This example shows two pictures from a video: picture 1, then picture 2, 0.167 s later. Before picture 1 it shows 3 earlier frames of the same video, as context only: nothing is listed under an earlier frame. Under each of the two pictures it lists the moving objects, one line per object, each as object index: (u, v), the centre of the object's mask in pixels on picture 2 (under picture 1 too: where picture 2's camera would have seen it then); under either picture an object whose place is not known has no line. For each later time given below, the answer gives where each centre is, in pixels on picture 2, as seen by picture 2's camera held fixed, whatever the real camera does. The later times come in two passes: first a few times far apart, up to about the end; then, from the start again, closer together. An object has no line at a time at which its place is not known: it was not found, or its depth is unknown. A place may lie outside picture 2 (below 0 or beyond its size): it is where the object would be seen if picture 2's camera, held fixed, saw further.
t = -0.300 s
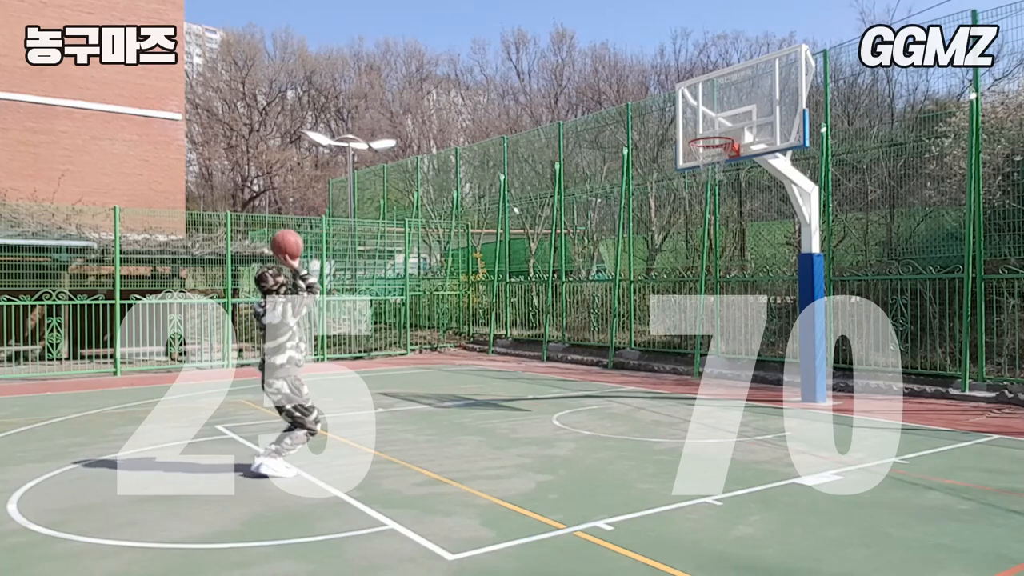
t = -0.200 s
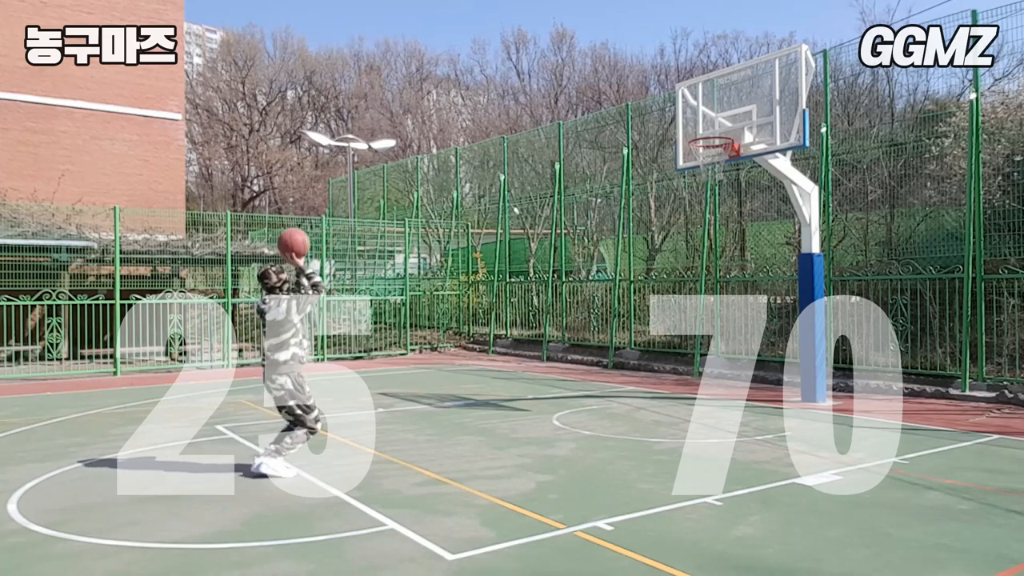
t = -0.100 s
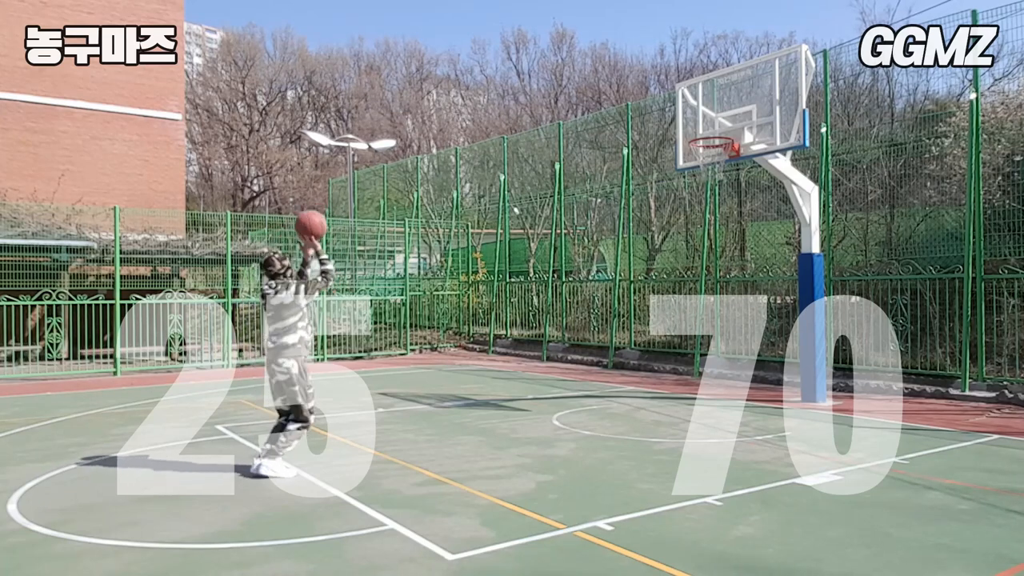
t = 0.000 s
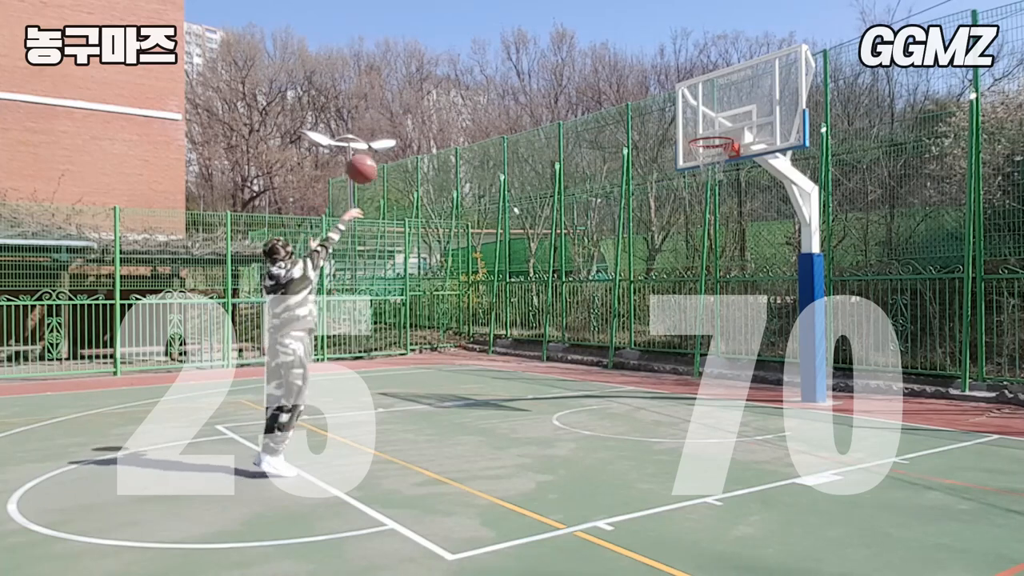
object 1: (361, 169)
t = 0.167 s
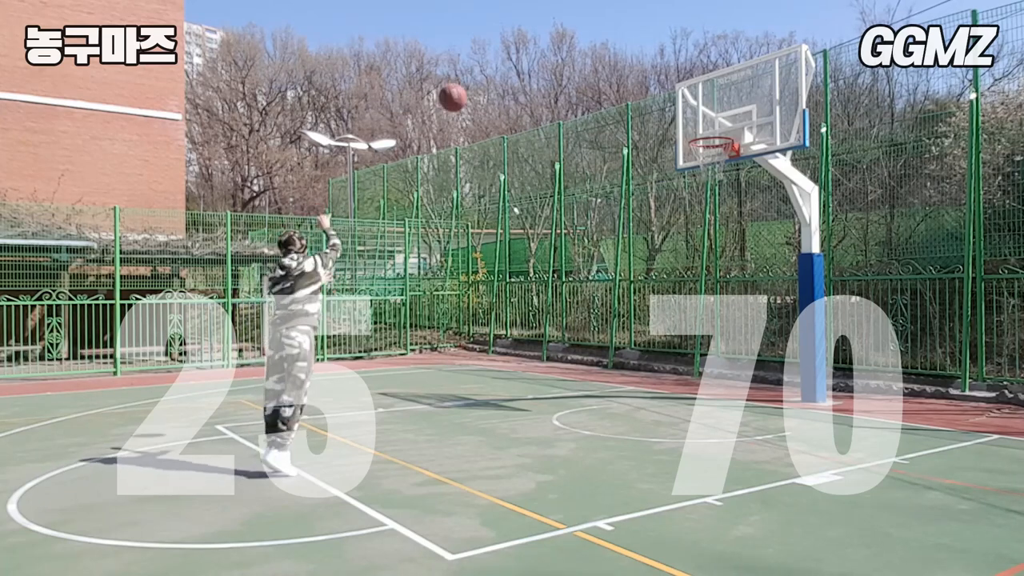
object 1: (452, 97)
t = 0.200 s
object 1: (469, 88)
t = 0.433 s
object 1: (574, 60)
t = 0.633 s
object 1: (649, 80)
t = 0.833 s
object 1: (715, 133)
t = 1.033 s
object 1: (728, 127)
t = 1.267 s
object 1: (736, 117)
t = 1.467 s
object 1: (730, 126)
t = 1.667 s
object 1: (729, 125)
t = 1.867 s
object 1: (725, 125)
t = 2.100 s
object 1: (713, 138)
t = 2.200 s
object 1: (706, 155)
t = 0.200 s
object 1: (469, 88)
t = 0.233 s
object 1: (485, 81)
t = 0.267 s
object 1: (501, 74)
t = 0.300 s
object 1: (517, 68)
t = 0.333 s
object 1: (531, 64)
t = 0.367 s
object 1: (546, 62)
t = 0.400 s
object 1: (560, 60)
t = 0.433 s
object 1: (574, 60)
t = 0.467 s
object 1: (587, 61)
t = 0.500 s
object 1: (600, 62)
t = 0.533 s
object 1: (613, 65)
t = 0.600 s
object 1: (637, 74)
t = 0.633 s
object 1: (649, 80)
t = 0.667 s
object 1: (661, 87)
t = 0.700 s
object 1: (671, 94)
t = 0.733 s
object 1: (683, 103)
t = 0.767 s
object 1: (694, 112)
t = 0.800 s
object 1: (704, 122)
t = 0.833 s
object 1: (715, 133)
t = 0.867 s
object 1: (716, 140)
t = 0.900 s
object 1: (703, 139)
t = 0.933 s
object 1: (707, 137)
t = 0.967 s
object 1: (717, 135)
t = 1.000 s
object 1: (726, 132)
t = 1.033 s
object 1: (728, 127)
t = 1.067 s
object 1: (729, 124)
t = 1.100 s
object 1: (731, 120)
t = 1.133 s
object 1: (733, 118)
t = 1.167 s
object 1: (735, 117)
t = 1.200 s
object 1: (736, 117)
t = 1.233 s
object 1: (736, 117)
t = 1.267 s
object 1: (736, 117)
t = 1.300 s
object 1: (734, 118)
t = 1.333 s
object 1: (733, 121)
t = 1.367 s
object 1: (731, 124)
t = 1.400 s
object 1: (730, 128)
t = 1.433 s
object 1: (730, 129)
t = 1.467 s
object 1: (730, 126)
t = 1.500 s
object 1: (730, 124)
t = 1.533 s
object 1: (729, 122)
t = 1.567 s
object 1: (729, 121)
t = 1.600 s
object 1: (729, 121)
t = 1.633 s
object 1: (729, 123)
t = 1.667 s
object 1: (729, 125)
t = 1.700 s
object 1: (729, 129)
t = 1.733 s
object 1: (728, 126)
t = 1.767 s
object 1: (728, 125)
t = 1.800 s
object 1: (727, 124)
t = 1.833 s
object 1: (727, 123)
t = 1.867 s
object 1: (725, 125)
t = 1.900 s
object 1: (724, 127)
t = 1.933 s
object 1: (723, 129)
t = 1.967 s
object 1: (721, 128)
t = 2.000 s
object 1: (719, 129)
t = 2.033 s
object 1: (717, 131)
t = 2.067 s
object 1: (714, 133)
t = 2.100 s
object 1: (713, 138)
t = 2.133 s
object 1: (710, 143)
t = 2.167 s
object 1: (707, 149)
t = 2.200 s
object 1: (706, 155)
